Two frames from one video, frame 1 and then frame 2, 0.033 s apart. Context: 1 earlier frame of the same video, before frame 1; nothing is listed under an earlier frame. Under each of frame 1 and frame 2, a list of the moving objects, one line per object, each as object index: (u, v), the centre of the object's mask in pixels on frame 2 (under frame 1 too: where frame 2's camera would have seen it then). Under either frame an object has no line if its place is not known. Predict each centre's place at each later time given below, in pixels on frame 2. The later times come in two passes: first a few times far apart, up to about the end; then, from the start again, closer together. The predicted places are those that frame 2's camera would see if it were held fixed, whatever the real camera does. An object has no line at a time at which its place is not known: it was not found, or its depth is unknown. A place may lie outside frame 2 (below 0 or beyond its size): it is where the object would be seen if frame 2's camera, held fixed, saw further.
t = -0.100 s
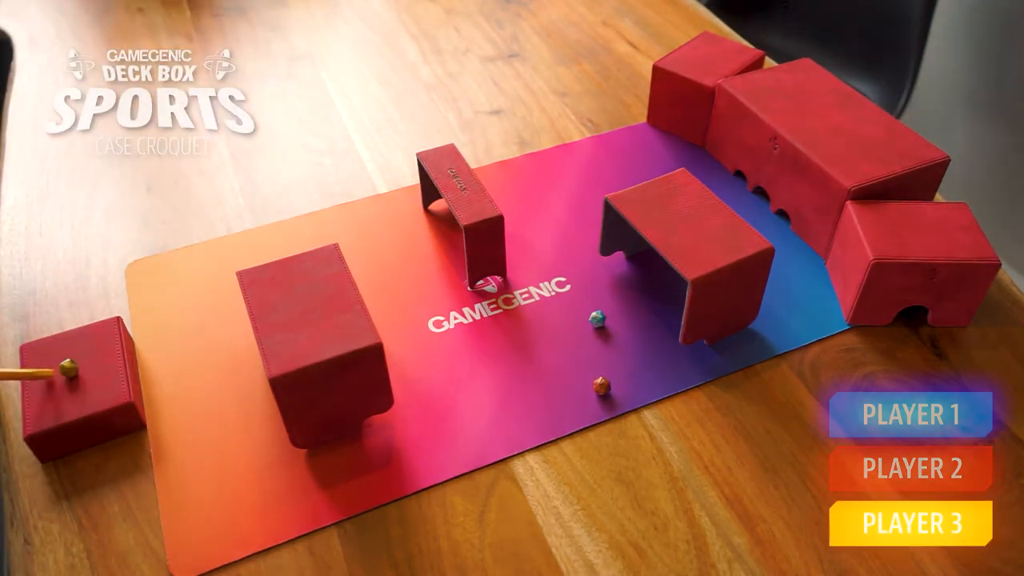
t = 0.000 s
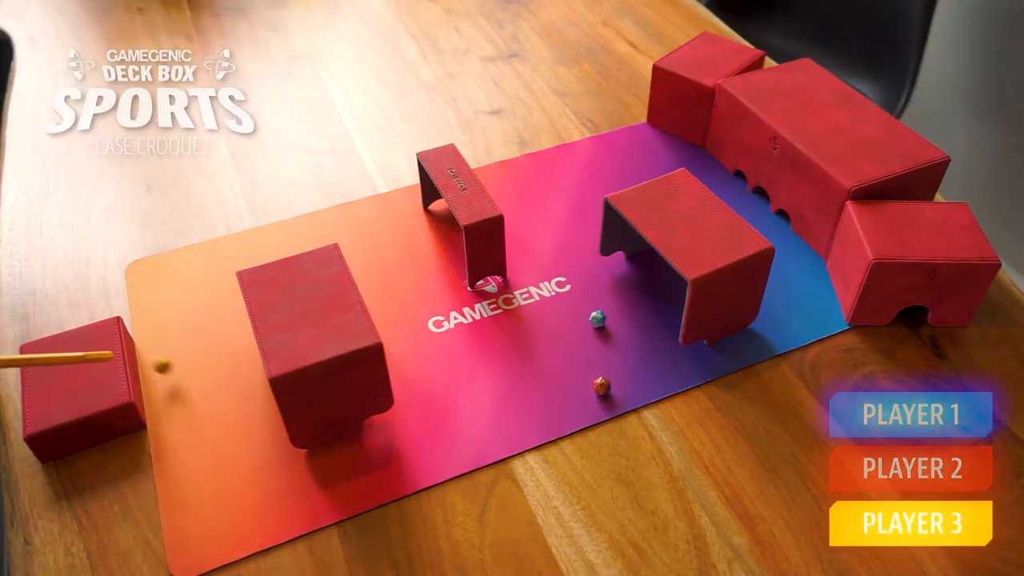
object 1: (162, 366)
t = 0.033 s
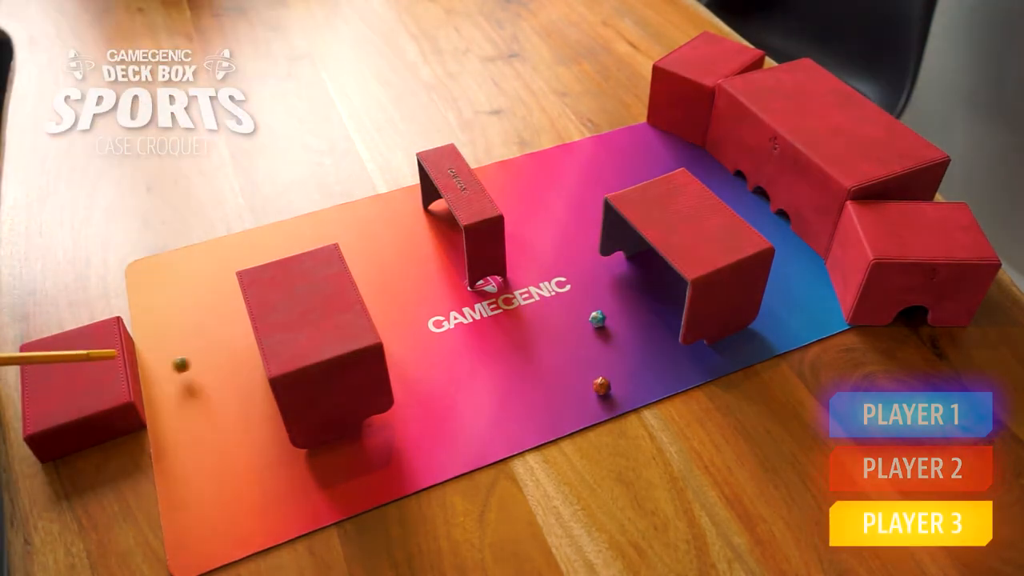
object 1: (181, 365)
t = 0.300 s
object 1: (400, 372)
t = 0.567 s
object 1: (442, 375)
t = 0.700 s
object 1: (442, 375)
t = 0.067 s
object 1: (220, 364)
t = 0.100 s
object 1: (257, 361)
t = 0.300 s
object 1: (400, 372)
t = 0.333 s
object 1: (418, 374)
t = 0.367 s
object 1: (425, 375)
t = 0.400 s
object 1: (436, 376)
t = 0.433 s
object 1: (441, 375)
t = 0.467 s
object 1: (441, 375)
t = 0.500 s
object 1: (441, 375)
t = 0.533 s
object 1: (442, 375)
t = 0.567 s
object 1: (442, 375)
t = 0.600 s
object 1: (442, 375)
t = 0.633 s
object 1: (442, 375)
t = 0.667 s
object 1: (442, 375)
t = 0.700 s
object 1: (442, 375)
